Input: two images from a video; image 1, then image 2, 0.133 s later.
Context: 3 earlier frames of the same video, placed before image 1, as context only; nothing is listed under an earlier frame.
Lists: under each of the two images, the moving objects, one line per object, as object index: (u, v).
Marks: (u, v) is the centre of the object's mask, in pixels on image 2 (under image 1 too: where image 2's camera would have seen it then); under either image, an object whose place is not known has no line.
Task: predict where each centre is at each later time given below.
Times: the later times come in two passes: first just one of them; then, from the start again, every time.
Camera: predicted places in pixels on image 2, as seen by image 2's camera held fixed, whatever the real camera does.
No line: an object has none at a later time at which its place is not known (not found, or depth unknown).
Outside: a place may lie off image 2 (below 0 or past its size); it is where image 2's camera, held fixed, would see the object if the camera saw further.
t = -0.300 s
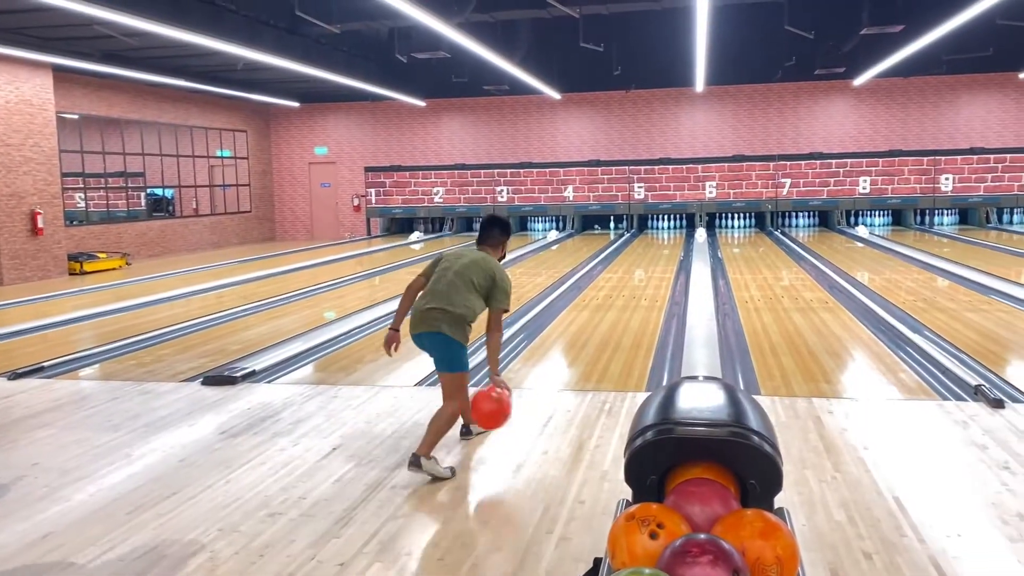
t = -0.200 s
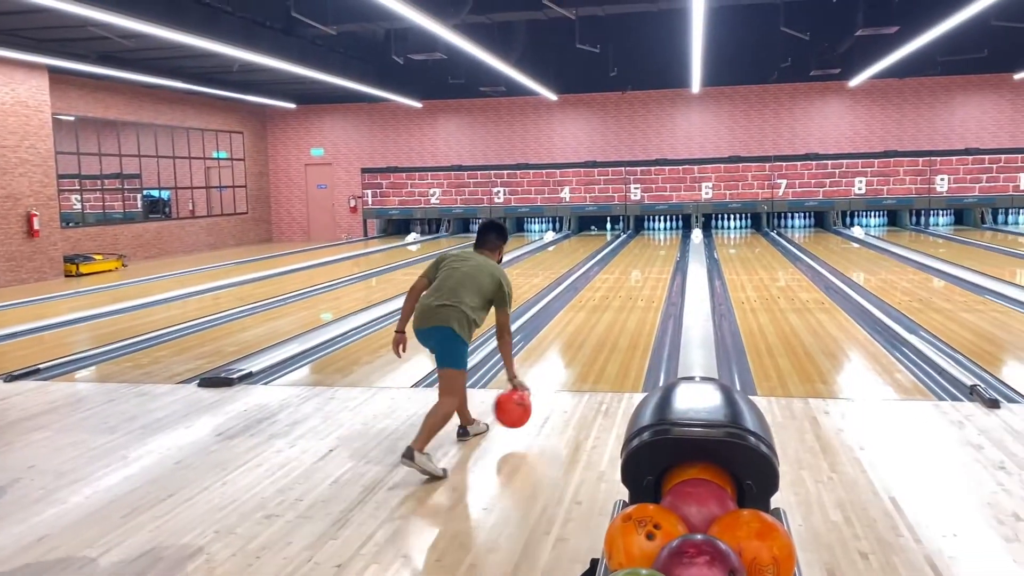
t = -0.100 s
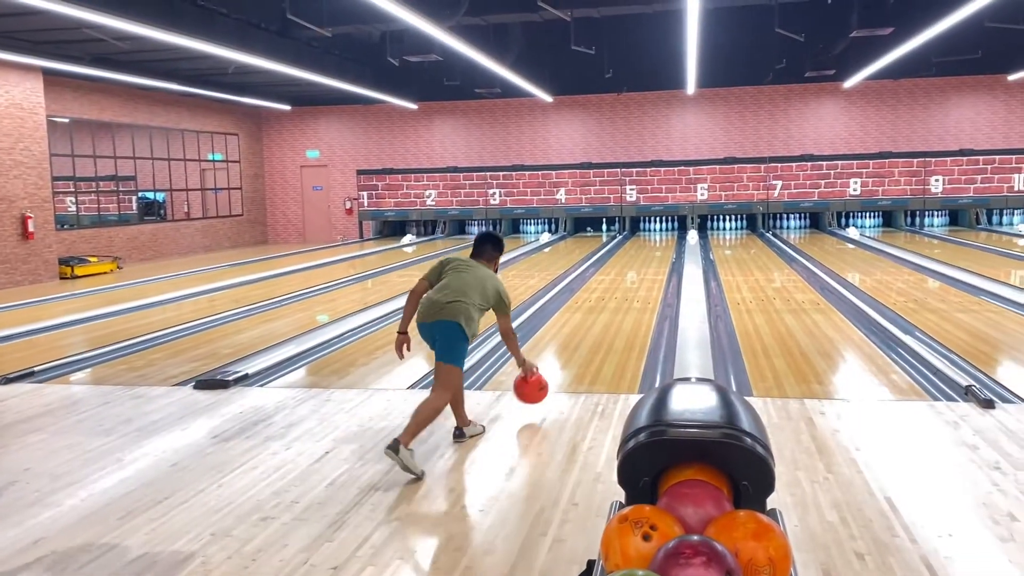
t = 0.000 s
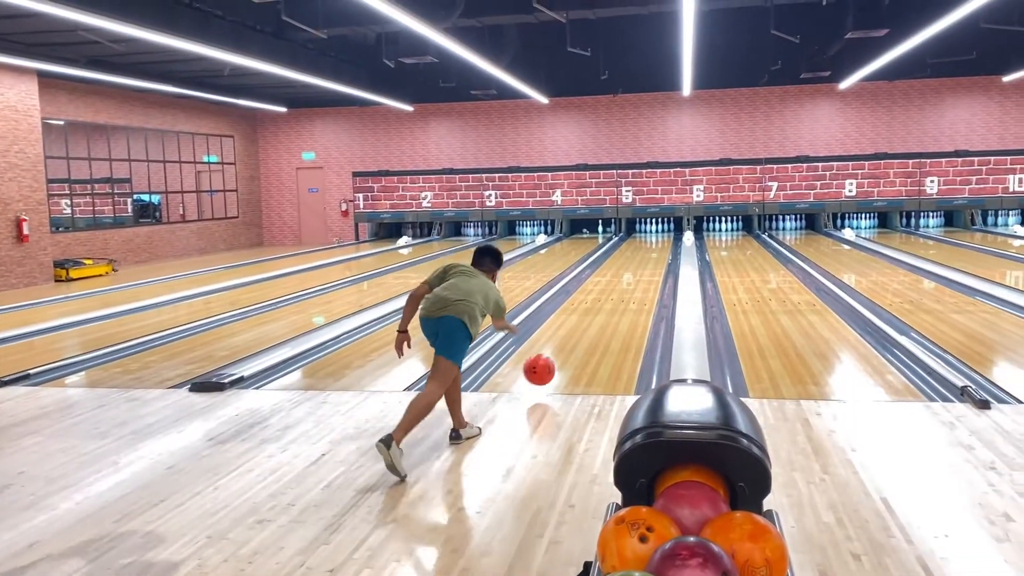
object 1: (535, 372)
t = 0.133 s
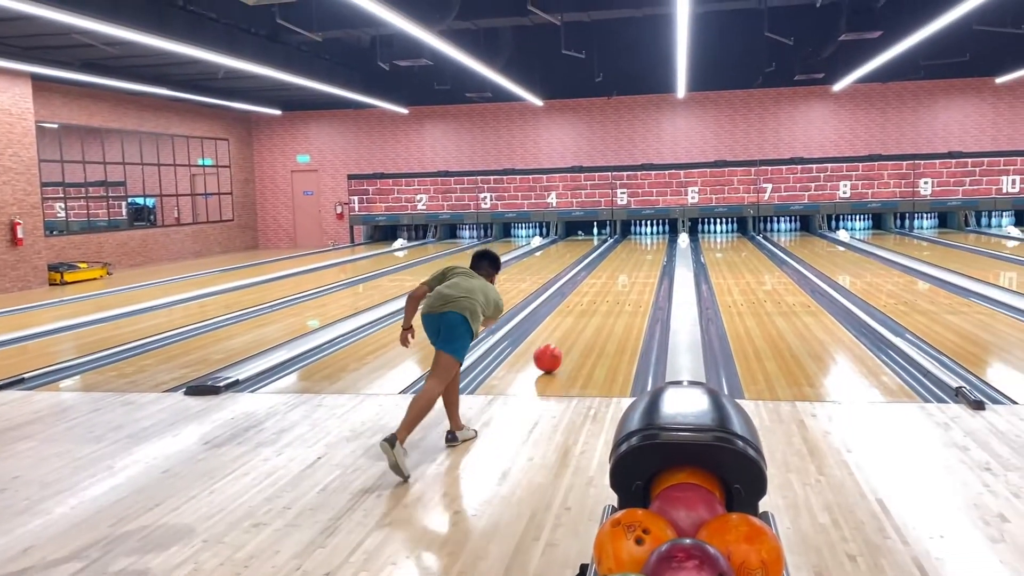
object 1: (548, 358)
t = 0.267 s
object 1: (558, 341)
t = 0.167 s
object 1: (550, 354)
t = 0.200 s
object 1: (553, 349)
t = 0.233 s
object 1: (555, 345)
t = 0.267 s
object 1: (558, 341)
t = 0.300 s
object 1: (560, 337)
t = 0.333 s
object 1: (562, 334)
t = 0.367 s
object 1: (564, 331)
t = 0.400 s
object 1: (565, 327)
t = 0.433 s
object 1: (567, 324)
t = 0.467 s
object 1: (569, 321)
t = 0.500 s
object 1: (571, 320)
